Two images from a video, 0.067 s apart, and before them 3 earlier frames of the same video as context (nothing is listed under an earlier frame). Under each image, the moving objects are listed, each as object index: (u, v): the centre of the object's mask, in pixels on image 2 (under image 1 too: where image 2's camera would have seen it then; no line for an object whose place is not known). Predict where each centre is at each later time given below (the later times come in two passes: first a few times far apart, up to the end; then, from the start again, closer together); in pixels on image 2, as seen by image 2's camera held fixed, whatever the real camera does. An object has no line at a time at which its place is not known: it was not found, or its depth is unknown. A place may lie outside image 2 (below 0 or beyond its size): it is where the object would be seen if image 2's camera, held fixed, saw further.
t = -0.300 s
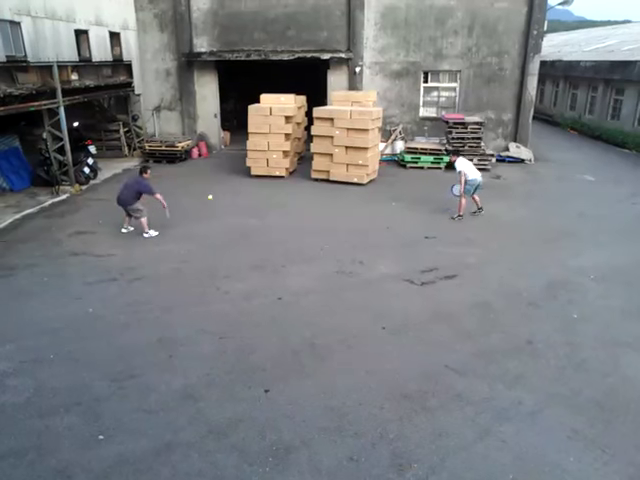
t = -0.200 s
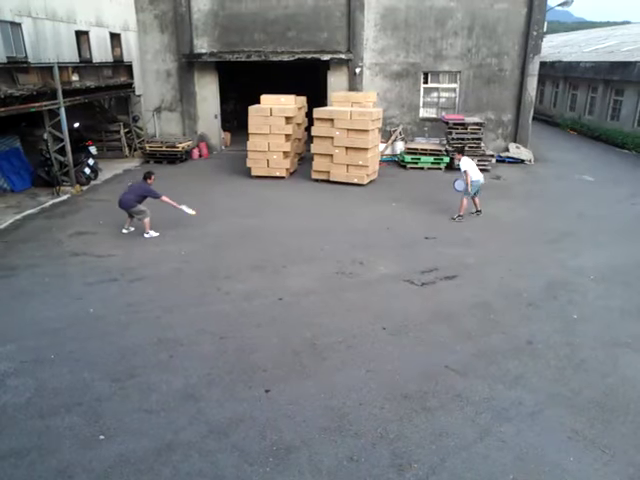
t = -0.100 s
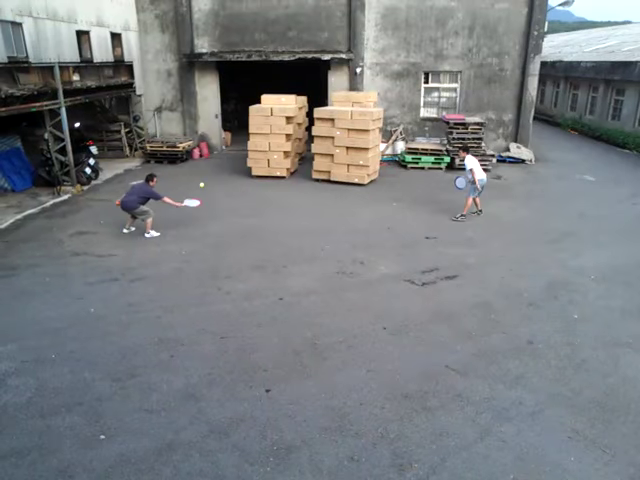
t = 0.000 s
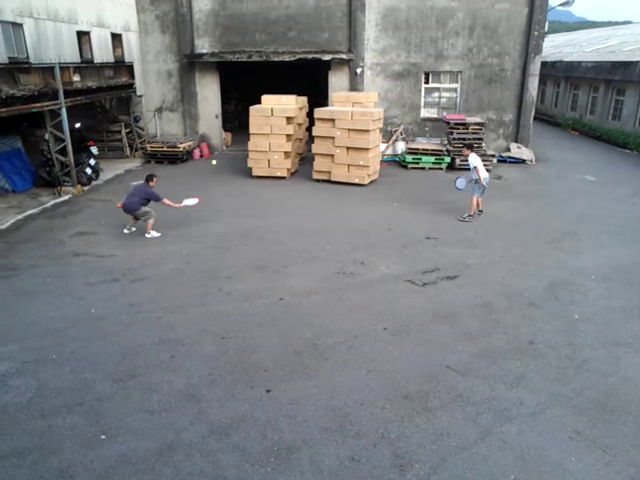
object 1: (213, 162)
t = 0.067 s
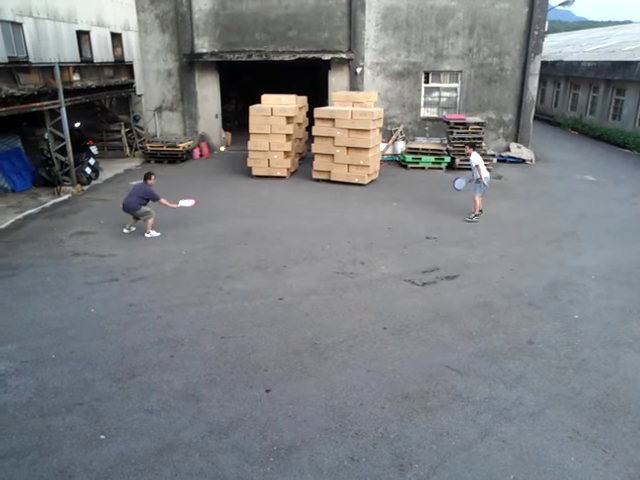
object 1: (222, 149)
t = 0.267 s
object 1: (249, 122)
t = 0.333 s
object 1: (260, 118)
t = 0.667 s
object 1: (313, 138)
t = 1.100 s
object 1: (386, 265)
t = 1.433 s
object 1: (419, 256)
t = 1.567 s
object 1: (430, 257)
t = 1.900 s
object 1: (455, 309)
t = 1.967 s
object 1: (460, 311)
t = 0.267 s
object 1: (249, 122)
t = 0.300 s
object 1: (254, 119)
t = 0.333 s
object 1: (260, 118)
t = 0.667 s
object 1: (313, 138)
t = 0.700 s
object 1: (318, 143)
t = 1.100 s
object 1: (386, 265)
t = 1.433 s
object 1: (419, 256)
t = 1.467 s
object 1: (421, 255)
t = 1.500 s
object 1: (424, 255)
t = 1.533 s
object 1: (427, 255)
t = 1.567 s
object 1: (430, 257)
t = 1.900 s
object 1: (455, 309)
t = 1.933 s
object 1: (457, 315)
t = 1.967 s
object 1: (460, 311)
